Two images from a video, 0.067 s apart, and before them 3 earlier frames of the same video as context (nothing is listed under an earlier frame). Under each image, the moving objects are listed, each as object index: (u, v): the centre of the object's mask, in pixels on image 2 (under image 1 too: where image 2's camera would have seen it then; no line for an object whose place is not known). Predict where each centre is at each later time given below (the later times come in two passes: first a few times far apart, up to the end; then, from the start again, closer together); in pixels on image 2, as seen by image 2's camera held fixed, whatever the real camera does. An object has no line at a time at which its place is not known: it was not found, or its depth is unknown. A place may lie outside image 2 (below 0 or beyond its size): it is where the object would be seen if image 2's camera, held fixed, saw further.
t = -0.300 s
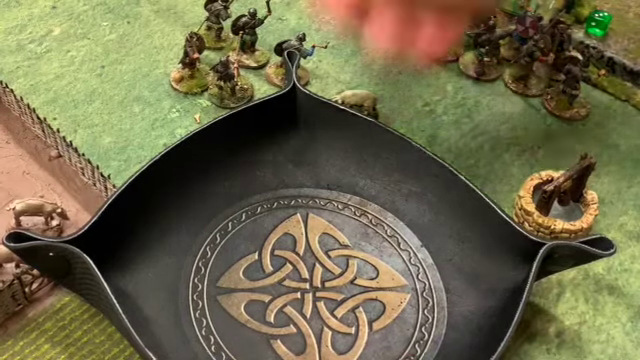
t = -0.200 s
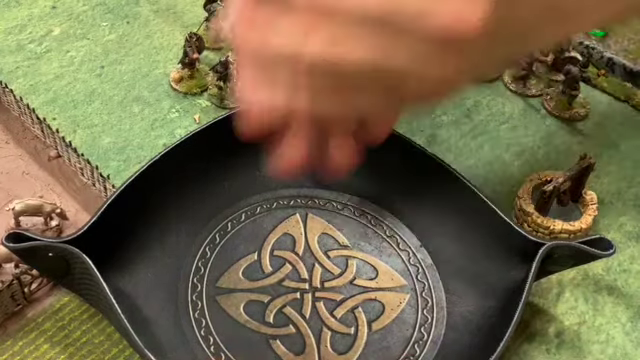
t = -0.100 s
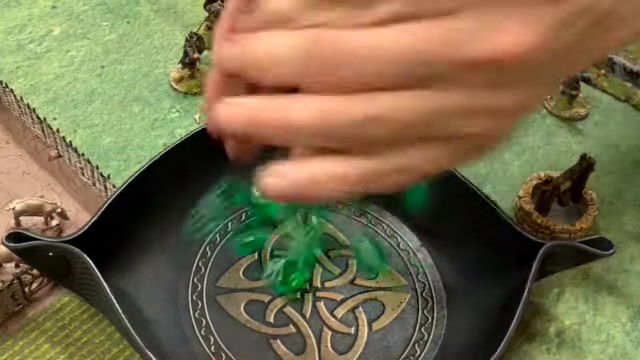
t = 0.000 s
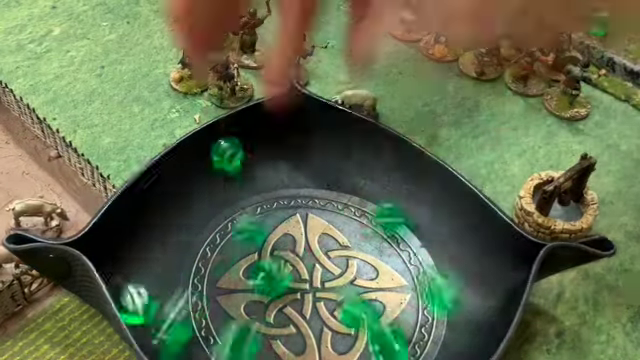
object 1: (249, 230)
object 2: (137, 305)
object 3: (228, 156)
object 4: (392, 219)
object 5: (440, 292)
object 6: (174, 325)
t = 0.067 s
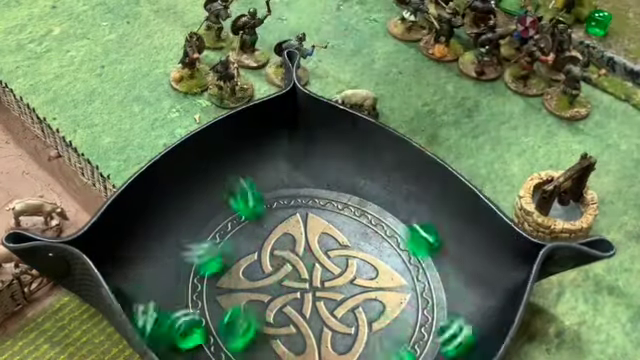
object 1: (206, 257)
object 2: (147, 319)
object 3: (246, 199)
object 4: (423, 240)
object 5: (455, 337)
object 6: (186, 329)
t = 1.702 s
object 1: (135, 296)
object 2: (192, 309)
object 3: (294, 262)
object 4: (426, 262)
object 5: (389, 330)
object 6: (266, 344)
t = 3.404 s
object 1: (135, 297)
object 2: (192, 309)
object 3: (293, 263)
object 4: (392, 265)
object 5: (387, 326)
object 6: (266, 344)
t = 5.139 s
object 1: (135, 297)
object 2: (191, 310)
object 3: (293, 263)
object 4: (392, 266)
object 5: (387, 328)
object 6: (267, 344)
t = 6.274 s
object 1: (135, 297)
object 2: (191, 310)
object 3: (293, 263)
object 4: (392, 266)
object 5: (387, 328)
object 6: (267, 344)
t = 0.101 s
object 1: (184, 263)
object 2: (160, 333)
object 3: (260, 219)
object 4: (427, 251)
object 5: (446, 341)
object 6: (198, 324)
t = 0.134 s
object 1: (162, 269)
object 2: (175, 327)
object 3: (271, 235)
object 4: (428, 259)
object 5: (425, 341)
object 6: (215, 319)
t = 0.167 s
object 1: (143, 282)
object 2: (186, 318)
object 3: (281, 250)
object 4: (427, 264)
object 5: (409, 334)
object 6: (229, 317)
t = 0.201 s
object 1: (130, 292)
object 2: (191, 312)
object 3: (288, 258)
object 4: (427, 265)
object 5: (397, 331)
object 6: (243, 322)
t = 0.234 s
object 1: (124, 294)
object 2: (192, 309)
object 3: (293, 262)
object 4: (427, 265)
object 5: (392, 331)
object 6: (251, 326)
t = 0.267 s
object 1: (127, 293)
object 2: (192, 309)
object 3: (294, 262)
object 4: (427, 265)
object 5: (391, 331)
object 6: (257, 332)
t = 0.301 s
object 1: (130, 295)
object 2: (192, 309)
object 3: (294, 262)
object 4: (427, 265)
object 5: (391, 331)
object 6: (259, 337)
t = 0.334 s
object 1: (134, 294)
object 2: (192, 309)
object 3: (294, 262)
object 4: (427, 265)
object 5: (391, 331)
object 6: (262, 341)
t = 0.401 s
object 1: (137, 294)
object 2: (192, 309)
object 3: (294, 262)
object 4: (427, 265)
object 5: (391, 331)
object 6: (264, 345)
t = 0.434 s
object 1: (137, 294)
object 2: (192, 309)
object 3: (294, 262)
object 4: (427, 265)
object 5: (391, 331)
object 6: (265, 345)
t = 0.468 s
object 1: (137, 294)
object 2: (192, 309)
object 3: (294, 262)
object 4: (427, 265)
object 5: (391, 331)
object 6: (266, 345)
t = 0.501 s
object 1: (137, 294)
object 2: (192, 309)
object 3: (294, 262)
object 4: (427, 265)
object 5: (391, 331)
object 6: (266, 345)
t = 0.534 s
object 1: (137, 294)
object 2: (192, 309)
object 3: (294, 262)
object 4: (427, 265)
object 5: (391, 331)
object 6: (266, 345)
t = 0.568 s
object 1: (137, 294)
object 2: (192, 309)
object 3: (294, 262)
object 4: (427, 265)
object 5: (391, 331)
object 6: (266, 345)
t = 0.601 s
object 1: (137, 294)
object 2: (192, 309)
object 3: (294, 262)
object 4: (427, 265)
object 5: (391, 331)
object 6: (266, 345)
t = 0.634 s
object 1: (137, 294)
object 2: (192, 309)
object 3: (294, 263)
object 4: (427, 265)
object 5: (391, 331)
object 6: (266, 345)
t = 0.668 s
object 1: (137, 294)
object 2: (192, 309)
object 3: (294, 262)
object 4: (427, 265)
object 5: (391, 331)
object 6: (266, 345)
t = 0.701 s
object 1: (137, 294)
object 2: (192, 309)
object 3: (294, 262)
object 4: (427, 265)
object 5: (391, 331)
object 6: (266, 345)
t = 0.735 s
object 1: (137, 294)
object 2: (192, 309)
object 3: (294, 262)
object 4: (427, 265)
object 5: (391, 331)
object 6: (266, 345)
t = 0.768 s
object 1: (137, 294)
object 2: (192, 309)
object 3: (294, 263)
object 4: (427, 265)
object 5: (391, 331)
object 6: (266, 345)
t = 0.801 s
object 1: (137, 294)
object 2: (192, 309)
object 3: (293, 263)
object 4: (427, 266)
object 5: (391, 331)
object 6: (266, 345)
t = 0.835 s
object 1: (137, 294)
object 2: (192, 309)
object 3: (293, 263)
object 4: (427, 266)
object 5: (391, 331)
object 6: (266, 345)
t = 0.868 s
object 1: (137, 294)
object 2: (192, 309)
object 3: (293, 263)
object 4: (427, 266)
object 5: (391, 331)
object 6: (266, 345)
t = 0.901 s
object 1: (137, 294)
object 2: (192, 309)
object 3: (293, 263)
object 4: (427, 266)
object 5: (391, 331)
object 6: (266, 345)
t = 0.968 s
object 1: (137, 294)
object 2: (192, 309)
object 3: (293, 263)
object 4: (427, 266)
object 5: (391, 331)
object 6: (266, 344)
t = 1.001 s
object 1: (136, 294)
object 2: (191, 310)
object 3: (293, 263)
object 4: (426, 266)
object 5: (390, 331)
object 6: (265, 344)
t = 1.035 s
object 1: (137, 294)
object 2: (191, 310)
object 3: (293, 263)
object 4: (427, 266)
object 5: (390, 332)
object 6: (265, 345)
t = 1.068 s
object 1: (137, 294)
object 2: (191, 309)
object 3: (293, 263)
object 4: (427, 266)
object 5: (391, 331)
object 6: (266, 345)
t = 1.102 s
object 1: (137, 294)
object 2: (192, 309)
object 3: (293, 263)
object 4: (427, 266)
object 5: (391, 331)
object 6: (266, 345)
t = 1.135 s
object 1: (136, 294)
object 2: (191, 309)
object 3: (293, 263)
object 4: (426, 266)
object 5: (391, 331)
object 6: (266, 345)
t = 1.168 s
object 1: (136, 295)
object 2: (191, 310)
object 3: (293, 263)
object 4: (426, 266)
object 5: (390, 332)
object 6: (265, 344)
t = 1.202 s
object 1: (137, 295)
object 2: (191, 309)
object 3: (293, 263)
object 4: (426, 266)
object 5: (391, 332)
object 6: (265, 344)
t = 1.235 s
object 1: (136, 294)
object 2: (191, 309)
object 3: (293, 263)
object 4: (427, 266)
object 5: (391, 331)
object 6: (265, 345)
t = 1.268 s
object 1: (137, 294)
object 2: (192, 309)
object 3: (293, 262)
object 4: (427, 265)
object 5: (391, 331)
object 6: (266, 345)
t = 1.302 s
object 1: (137, 294)
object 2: (191, 309)
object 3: (293, 263)
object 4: (427, 266)
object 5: (391, 331)
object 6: (266, 345)
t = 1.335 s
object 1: (137, 294)
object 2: (191, 309)
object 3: (293, 263)
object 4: (427, 266)
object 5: (391, 331)
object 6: (266, 344)
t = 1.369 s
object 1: (137, 294)
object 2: (191, 309)
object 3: (293, 263)
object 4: (427, 265)
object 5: (391, 331)
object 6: (266, 344)
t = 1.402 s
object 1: (137, 294)
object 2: (192, 309)
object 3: (293, 263)
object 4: (427, 265)
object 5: (391, 331)
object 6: (266, 345)
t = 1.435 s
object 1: (136, 295)
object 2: (192, 309)
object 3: (294, 262)
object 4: (427, 265)
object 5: (391, 331)
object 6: (266, 345)
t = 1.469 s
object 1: (135, 296)
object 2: (192, 309)
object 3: (294, 262)
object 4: (427, 265)
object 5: (391, 331)
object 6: (266, 344)
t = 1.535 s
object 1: (135, 296)
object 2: (192, 309)
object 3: (294, 262)
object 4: (427, 264)
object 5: (391, 331)
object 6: (266, 344)
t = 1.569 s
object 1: (135, 296)
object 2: (192, 309)
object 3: (294, 262)
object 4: (426, 263)
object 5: (390, 330)
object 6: (266, 344)
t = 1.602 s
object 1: (135, 296)
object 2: (192, 309)
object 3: (294, 262)
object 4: (426, 262)
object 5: (390, 330)
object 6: (266, 344)
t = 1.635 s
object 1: (135, 296)
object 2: (192, 309)
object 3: (294, 262)
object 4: (426, 260)
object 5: (389, 329)
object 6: (266, 344)
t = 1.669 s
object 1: (136, 296)
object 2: (192, 309)
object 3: (294, 262)
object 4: (426, 261)
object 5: (389, 330)
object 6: (266, 344)
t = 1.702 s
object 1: (135, 296)
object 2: (192, 309)
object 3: (294, 262)
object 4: (426, 262)
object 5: (389, 330)
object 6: (266, 344)
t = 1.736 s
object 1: (135, 296)
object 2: (192, 309)
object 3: (294, 262)
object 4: (426, 263)
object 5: (390, 330)
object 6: (266, 344)
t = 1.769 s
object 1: (136, 296)
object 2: (192, 309)
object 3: (294, 262)
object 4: (426, 262)
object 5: (390, 330)
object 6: (266, 344)
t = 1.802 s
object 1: (135, 296)
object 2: (192, 309)
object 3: (294, 262)
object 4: (426, 261)
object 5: (390, 330)
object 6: (266, 344)
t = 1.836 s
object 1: (135, 296)
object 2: (192, 309)
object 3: (294, 262)
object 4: (426, 261)
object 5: (390, 330)
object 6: (266, 344)
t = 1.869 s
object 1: (136, 296)
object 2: (192, 309)
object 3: (294, 262)
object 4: (426, 260)
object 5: (390, 330)
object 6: (266, 344)
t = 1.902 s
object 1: (136, 296)
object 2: (192, 309)
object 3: (294, 262)
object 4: (426, 259)
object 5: (388, 329)
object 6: (266, 344)
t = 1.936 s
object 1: (135, 296)
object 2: (192, 309)
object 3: (294, 262)
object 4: (426, 259)
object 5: (388, 329)
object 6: (266, 344)
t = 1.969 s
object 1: (135, 296)
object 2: (192, 309)
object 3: (294, 262)
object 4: (426, 258)
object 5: (388, 329)
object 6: (267, 344)
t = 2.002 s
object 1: (135, 296)
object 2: (192, 309)
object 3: (294, 262)
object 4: (425, 258)
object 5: (388, 329)
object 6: (266, 344)
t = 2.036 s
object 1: (135, 296)
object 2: (192, 309)
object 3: (293, 262)
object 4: (425, 257)
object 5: (388, 328)
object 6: (266, 344)
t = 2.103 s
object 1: (135, 296)
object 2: (192, 309)
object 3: (294, 262)
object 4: (425, 256)
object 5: (388, 328)
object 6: (266, 344)
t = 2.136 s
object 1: (135, 296)
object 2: (192, 309)
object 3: (294, 262)
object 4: (425, 255)
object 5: (388, 327)
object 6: (266, 344)
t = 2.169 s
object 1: (135, 297)
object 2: (192, 309)
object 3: (293, 262)
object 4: (424, 255)
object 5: (387, 327)
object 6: (266, 344)
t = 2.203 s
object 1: (135, 297)
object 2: (192, 309)
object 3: (294, 262)
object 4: (423, 255)
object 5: (387, 326)
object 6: (266, 344)
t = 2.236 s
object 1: (135, 297)
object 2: (192, 309)
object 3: (294, 262)
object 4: (421, 255)
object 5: (387, 326)
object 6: (266, 344)
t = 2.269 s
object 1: (135, 297)
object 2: (192, 309)
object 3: (293, 262)
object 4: (418, 256)
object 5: (387, 326)
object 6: (266, 344)
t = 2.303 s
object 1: (135, 297)
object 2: (192, 309)
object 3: (293, 262)
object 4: (414, 257)
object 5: (387, 326)
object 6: (266, 344)
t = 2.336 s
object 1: (135, 297)
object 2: (192, 309)
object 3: (293, 262)
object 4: (408, 260)
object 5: (387, 326)
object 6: (266, 344)
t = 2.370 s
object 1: (135, 297)
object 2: (192, 310)
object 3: (293, 262)
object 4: (404, 261)
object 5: (387, 326)
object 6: (266, 344)
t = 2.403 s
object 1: (135, 297)
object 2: (192, 309)
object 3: (293, 263)
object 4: (401, 262)
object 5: (387, 326)
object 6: (266, 344)
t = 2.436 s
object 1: (135, 297)
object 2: (192, 309)
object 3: (293, 262)
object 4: (396, 264)
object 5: (387, 327)
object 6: (266, 344)
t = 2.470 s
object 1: (135, 297)
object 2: (192, 309)
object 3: (293, 262)
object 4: (393, 265)
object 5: (387, 327)
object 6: (267, 344)
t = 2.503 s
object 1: (135, 297)
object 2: (192, 310)
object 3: (293, 262)
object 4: (392, 265)
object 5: (387, 327)
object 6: (267, 344)
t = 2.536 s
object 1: (135, 297)
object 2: (192, 309)
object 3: (293, 263)
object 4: (392, 265)
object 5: (387, 327)
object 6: (266, 344)
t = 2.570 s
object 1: (135, 297)
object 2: (191, 309)
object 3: (293, 263)
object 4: (392, 265)
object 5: (387, 327)
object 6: (266, 344)
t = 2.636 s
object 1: (135, 297)
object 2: (192, 309)
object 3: (293, 263)
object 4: (392, 265)
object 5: (387, 327)
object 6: (267, 344)
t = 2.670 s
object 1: (135, 297)
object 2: (192, 310)
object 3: (293, 262)
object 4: (392, 265)
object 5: (387, 327)
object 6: (267, 344)
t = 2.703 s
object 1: (135, 297)
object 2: (192, 309)
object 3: (293, 262)
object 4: (392, 265)
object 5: (387, 327)
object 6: (266, 344)
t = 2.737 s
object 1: (135, 297)
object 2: (191, 309)
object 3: (293, 263)
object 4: (392, 265)
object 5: (387, 327)
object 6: (266, 344)
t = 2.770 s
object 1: (135, 297)
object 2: (192, 309)
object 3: (293, 263)
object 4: (392, 265)
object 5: (387, 327)
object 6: (266, 344)
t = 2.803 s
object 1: (135, 297)
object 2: (192, 310)
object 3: (293, 263)
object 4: (392, 265)
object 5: (387, 327)
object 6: (266, 344)
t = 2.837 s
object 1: (135, 297)
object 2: (192, 310)
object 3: (293, 263)
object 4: (392, 265)
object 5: (387, 327)
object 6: (267, 344)
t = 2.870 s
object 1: (135, 297)
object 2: (192, 310)
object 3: (293, 263)
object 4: (392, 265)
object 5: (387, 327)
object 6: (266, 344)
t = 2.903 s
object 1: (135, 297)
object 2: (192, 309)
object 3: (293, 263)
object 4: (392, 265)
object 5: (387, 327)
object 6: (266, 344)
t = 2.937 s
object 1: (135, 297)
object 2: (192, 309)
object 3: (293, 263)
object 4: (392, 265)
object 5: (387, 327)
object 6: (266, 344)
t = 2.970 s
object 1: (135, 297)
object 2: (192, 309)
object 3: (293, 263)
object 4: (392, 265)
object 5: (387, 327)
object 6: (266, 344)
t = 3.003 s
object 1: (135, 297)
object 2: (191, 310)
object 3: (293, 263)
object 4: (392, 265)
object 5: (387, 327)
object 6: (266, 344)
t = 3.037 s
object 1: (135, 297)
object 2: (191, 309)
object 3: (293, 263)
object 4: (392, 265)
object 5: (387, 327)
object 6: (266, 344)
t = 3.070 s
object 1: (135, 297)
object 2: (191, 310)
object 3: (293, 263)
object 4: (392, 265)
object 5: (387, 327)
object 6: (266, 344)
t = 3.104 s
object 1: (135, 297)
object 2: (191, 309)
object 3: (293, 263)
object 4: (392, 265)
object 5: (387, 327)
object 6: (266, 344)
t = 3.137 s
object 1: (135, 297)
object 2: (191, 310)
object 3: (293, 263)
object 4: (392, 265)
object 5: (387, 327)
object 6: (267, 344)
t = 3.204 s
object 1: (135, 297)
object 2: (192, 309)
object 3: (293, 263)
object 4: (392, 265)
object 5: (387, 327)
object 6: (266, 344)
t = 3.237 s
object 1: (135, 297)
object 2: (191, 309)
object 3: (293, 263)
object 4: (392, 265)
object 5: (387, 327)
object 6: (266, 344)
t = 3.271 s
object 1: (135, 297)
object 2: (192, 309)
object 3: (293, 263)
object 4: (392, 265)
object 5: (387, 327)
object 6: (266, 344)
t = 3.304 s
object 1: (135, 297)
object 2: (192, 309)
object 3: (293, 263)
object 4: (392, 265)
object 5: (387, 327)
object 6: (266, 344)
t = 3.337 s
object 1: (135, 297)
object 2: (191, 309)
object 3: (293, 263)
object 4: (392, 265)
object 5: (387, 327)
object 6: (266, 344)
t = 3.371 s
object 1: (135, 297)
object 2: (192, 309)
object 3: (293, 263)
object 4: (392, 265)
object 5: (387, 327)
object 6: (266, 344)
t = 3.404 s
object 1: (135, 297)
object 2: (192, 309)
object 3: (293, 263)
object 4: (392, 265)
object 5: (387, 326)
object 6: (266, 344)
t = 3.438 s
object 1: (135, 297)
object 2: (192, 309)
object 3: (293, 263)
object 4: (391, 265)
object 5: (387, 327)
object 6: (266, 344)
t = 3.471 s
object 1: (135, 297)
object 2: (192, 309)
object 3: (293, 263)
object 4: (391, 265)
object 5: (387, 327)
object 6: (266, 344)
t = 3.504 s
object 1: (135, 297)
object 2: (192, 309)
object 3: (293, 263)
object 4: (391, 265)
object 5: (387, 327)
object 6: (266, 344)
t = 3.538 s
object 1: (135, 297)
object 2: (192, 309)
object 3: (293, 263)
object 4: (392, 265)
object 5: (387, 327)
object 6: (266, 344)
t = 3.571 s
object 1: (135, 297)
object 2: (191, 309)
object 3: (293, 263)
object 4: (392, 265)
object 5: (387, 327)
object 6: (266, 344)
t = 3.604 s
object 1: (135, 297)
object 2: (191, 309)
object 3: (293, 263)
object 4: (391, 265)
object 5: (387, 326)
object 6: (266, 344)
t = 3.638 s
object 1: (135, 297)
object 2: (191, 310)
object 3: (293, 263)
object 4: (392, 264)
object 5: (387, 326)
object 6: (266, 344)
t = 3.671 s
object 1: (135, 297)
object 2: (191, 309)
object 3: (293, 263)
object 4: (392, 265)
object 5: (387, 327)
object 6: (266, 344)
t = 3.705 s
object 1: (135, 297)
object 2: (191, 310)
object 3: (293, 263)
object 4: (391, 264)
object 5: (387, 327)
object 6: (266, 344)
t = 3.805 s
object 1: (135, 297)
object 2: (192, 310)
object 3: (293, 263)
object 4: (392, 265)
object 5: (387, 327)
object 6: (266, 344)
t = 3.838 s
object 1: (135, 297)
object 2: (191, 310)
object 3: (293, 263)
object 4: (391, 265)
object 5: (387, 327)
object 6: (266, 344)
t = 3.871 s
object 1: (135, 297)
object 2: (191, 310)
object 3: (293, 263)
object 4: (391, 265)
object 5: (387, 327)
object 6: (266, 344)
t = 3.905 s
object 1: (135, 297)
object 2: (192, 310)
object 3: (293, 263)
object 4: (391, 265)
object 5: (387, 327)
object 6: (266, 344)
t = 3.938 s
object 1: (135, 297)
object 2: (191, 309)
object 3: (293, 263)
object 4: (391, 265)
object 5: (387, 327)
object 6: (267, 344)
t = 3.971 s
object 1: (135, 297)
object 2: (191, 310)
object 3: (293, 262)
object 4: (391, 265)
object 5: (387, 327)
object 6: (266, 344)
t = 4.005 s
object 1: (135, 297)
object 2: (192, 310)
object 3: (293, 263)
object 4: (391, 265)
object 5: (387, 327)
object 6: (267, 344)
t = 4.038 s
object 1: (135, 297)
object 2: (192, 310)
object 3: (293, 262)
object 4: (391, 265)
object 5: (387, 327)
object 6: (266, 344)
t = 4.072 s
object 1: (135, 297)
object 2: (192, 310)
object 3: (293, 262)
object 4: (392, 265)
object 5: (387, 327)
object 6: (266, 344)
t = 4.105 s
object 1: (135, 297)
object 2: (191, 309)
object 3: (293, 263)
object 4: (392, 265)
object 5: (387, 327)
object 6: (266, 344)
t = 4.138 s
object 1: (135, 297)
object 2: (192, 310)
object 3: (293, 263)
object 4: (392, 265)
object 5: (387, 327)
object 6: (267, 344)
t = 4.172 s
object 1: (135, 297)
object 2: (192, 310)
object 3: (293, 263)
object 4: (392, 265)
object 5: (387, 327)
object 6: (267, 344)
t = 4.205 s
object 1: (135, 297)
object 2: (191, 310)
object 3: (293, 263)
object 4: (392, 265)
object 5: (387, 327)
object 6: (267, 344)
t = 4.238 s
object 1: (135, 297)
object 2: (191, 309)
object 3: (293, 263)
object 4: (392, 265)
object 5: (387, 327)
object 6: (266, 344)
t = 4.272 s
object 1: (135, 297)
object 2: (191, 309)
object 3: (293, 263)
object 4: (392, 265)
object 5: (387, 327)
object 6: (266, 344)
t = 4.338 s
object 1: (135, 297)
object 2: (192, 310)
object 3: (293, 263)
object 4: (392, 266)
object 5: (387, 327)
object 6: (267, 344)
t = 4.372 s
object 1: (135, 297)
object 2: (192, 310)
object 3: (293, 263)
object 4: (392, 266)
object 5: (387, 327)
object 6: (267, 344)
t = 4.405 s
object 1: (135, 297)
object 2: (192, 310)
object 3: (293, 263)
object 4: (392, 265)
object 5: (387, 327)
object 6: (267, 344)
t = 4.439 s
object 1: (135, 297)
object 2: (191, 310)
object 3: (293, 263)
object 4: (392, 265)
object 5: (387, 327)
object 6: (267, 344)
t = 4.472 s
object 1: (135, 297)
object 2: (191, 310)
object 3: (293, 263)
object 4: (392, 265)
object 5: (387, 327)
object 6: (267, 344)
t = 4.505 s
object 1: (135, 297)
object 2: (191, 310)
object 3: (293, 263)
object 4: (392, 265)
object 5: (387, 327)
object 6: (266, 344)
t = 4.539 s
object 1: (135, 297)
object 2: (191, 310)
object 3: (293, 263)
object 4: (392, 266)
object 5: (387, 327)
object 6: (267, 344)
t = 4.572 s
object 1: (135, 297)
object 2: (191, 310)
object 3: (293, 263)
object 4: (392, 266)
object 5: (387, 327)
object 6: (267, 344)
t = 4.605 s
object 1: (135, 297)
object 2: (191, 310)
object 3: (293, 263)
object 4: (392, 266)
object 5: (387, 327)
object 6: (266, 344)
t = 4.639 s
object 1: (135, 297)
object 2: (191, 310)
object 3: (293, 263)
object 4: (392, 266)
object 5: (387, 327)
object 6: (266, 344)
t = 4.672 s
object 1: (135, 297)
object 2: (191, 310)
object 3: (293, 263)
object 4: (392, 266)
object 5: (387, 327)
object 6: (267, 344)
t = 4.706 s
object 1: (135, 297)
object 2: (192, 310)
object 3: (293, 263)
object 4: (392, 266)
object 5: (387, 327)
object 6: (267, 344)
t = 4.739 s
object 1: (135, 297)
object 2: (191, 310)
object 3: (293, 263)
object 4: (392, 266)
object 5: (387, 327)
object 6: (266, 344)
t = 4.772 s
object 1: (135, 297)
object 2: (191, 310)
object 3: (293, 263)
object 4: (392, 266)
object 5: (387, 327)
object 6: (267, 344)
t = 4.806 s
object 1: (135, 297)
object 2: (191, 310)
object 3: (293, 263)
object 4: (392, 266)
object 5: (387, 327)
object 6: (267, 344)
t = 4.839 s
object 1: (135, 297)
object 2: (192, 310)
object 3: (293, 263)
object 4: (392, 266)
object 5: (387, 327)
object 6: (267, 344)
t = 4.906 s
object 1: (135, 297)
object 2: (192, 310)
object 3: (293, 263)
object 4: (392, 266)
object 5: (387, 327)
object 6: (267, 344)
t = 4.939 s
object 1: (135, 297)
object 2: (192, 310)
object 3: (293, 263)
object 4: (392, 266)
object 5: (387, 327)
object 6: (267, 344)
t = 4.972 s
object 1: (135, 297)
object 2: (192, 310)
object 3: (293, 263)
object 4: (392, 266)
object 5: (387, 328)
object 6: (267, 344)
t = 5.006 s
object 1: (135, 297)
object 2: (191, 310)
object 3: (293, 263)
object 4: (392, 266)
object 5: (387, 328)
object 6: (267, 344)
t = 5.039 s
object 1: (135, 297)
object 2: (191, 310)
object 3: (293, 263)
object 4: (392, 266)
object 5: (387, 328)
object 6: (267, 344)
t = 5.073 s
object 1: (135, 297)
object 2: (191, 310)
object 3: (293, 263)
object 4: (392, 266)
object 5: (387, 327)
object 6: (267, 344)
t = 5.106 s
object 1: (135, 297)
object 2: (191, 310)
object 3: (293, 263)
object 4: (392, 266)
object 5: (387, 328)
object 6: (266, 344)
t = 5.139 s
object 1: (135, 297)
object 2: (191, 310)
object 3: (293, 263)
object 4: (392, 266)
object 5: (387, 328)
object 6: (267, 344)
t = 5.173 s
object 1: (135, 297)
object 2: (191, 310)
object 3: (293, 263)
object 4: (392, 266)
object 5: (387, 328)
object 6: (267, 344)
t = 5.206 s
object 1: (135, 297)
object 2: (191, 310)
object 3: (293, 263)
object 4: (392, 266)
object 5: (387, 328)
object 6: (267, 344)
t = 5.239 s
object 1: (135, 297)
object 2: (191, 310)
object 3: (293, 263)
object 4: (392, 266)
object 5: (387, 328)
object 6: (266, 344)
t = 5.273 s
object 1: (135, 297)
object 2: (191, 310)
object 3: (293, 263)
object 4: (392, 266)
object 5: (387, 327)
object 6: (266, 344)
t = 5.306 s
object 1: (135, 297)
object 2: (191, 310)
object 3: (293, 263)
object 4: (392, 266)
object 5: (387, 328)
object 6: (267, 344)
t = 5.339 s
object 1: (135, 297)
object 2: (191, 310)
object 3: (293, 263)
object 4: (392, 266)
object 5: (387, 328)
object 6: (267, 344)
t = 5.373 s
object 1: (135, 297)
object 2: (191, 310)
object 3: (293, 263)
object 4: (392, 266)
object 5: (387, 328)
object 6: (267, 344)
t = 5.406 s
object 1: (135, 297)
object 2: (191, 310)
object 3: (293, 263)
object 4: (392, 266)
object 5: (387, 327)
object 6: (266, 344)
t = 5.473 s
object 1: (135, 297)
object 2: (191, 310)
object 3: (293, 263)
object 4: (392, 266)
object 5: (387, 328)
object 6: (267, 344)
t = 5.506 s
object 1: (135, 297)
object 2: (191, 310)
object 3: (293, 263)
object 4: (392, 266)
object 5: (387, 328)
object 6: (267, 344)
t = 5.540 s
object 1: (135, 297)
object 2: (191, 310)
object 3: (293, 263)
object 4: (392, 266)
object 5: (387, 328)
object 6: (267, 344)
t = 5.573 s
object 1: (135, 297)
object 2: (191, 310)
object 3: (293, 263)
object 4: (392, 266)
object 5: (387, 328)
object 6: (267, 344)
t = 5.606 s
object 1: (135, 297)
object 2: (191, 310)
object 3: (293, 263)
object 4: (392, 266)
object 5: (387, 328)
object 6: (267, 344)
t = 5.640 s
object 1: (134, 297)
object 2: (191, 310)
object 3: (293, 263)
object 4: (392, 266)
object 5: (387, 328)
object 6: (267, 344)
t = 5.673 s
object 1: (135, 297)
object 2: (191, 310)
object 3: (293, 263)
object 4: (392, 266)
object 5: (387, 328)
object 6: (267, 344)
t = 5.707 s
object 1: (135, 297)
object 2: (191, 310)
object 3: (293, 263)
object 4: (392, 266)
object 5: (387, 328)
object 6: (267, 344)
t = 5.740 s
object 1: (135, 297)
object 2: (191, 310)
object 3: (293, 263)
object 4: (392, 266)
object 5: (387, 328)
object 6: (267, 344)
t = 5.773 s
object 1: (135, 297)
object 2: (191, 310)
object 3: (293, 263)
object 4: (392, 266)
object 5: (387, 328)
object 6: (267, 344)
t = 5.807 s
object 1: (135, 297)
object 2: (191, 310)
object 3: (293, 263)
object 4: (392, 266)
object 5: (387, 328)
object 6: (267, 344)
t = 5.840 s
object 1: (134, 297)
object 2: (191, 310)
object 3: (293, 263)
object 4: (392, 266)
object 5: (387, 328)
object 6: (267, 344)
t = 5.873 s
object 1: (135, 297)
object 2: (191, 310)
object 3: (293, 263)
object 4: (392, 266)
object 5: (387, 328)
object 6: (267, 344)
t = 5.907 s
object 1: (135, 297)
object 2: (191, 310)
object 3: (293, 263)
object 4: (392, 266)
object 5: (387, 328)
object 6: (267, 344)
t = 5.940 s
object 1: (135, 297)
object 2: (191, 310)
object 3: (293, 263)
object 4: (392, 266)
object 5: (387, 328)
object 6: (267, 344)
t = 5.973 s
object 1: (135, 297)
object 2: (191, 310)
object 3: (293, 263)
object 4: (392, 266)
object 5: (387, 328)
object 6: (267, 344)
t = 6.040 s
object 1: (135, 297)
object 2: (191, 310)
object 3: (293, 263)
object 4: (392, 266)
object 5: (387, 328)
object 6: (267, 344)
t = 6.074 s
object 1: (135, 297)
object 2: (191, 310)
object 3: (293, 263)
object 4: (392, 266)
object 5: (387, 328)
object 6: (267, 344)
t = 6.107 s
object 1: (135, 297)
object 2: (191, 310)
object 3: (293, 263)
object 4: (392, 266)
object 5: (387, 328)
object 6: (267, 344)
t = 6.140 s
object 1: (134, 297)
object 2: (191, 310)
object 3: (293, 263)
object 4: (392, 266)
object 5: (387, 328)
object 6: (266, 344)
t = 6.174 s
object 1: (134, 297)
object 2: (191, 310)
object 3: (293, 263)
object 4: (392, 266)
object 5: (387, 328)
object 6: (267, 344)
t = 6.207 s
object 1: (135, 297)
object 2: (191, 310)
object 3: (293, 263)
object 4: (392, 266)
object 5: (387, 328)
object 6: (267, 344)
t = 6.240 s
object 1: (135, 297)
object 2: (191, 310)
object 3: (293, 263)
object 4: (392, 266)
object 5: (387, 328)
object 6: (266, 344)
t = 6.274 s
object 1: (135, 297)
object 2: (191, 310)
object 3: (293, 263)
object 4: (392, 266)
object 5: (387, 328)
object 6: (267, 344)
